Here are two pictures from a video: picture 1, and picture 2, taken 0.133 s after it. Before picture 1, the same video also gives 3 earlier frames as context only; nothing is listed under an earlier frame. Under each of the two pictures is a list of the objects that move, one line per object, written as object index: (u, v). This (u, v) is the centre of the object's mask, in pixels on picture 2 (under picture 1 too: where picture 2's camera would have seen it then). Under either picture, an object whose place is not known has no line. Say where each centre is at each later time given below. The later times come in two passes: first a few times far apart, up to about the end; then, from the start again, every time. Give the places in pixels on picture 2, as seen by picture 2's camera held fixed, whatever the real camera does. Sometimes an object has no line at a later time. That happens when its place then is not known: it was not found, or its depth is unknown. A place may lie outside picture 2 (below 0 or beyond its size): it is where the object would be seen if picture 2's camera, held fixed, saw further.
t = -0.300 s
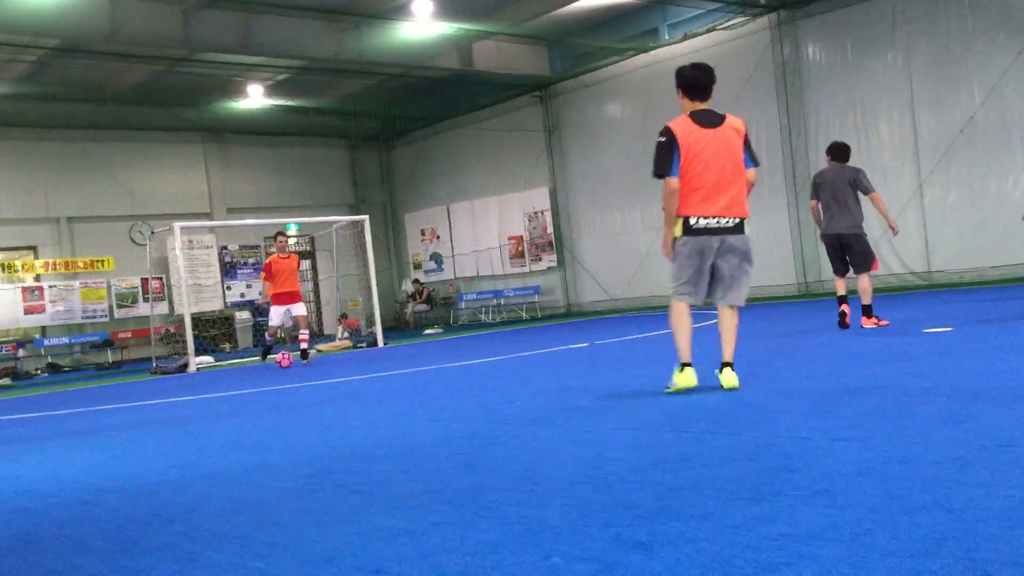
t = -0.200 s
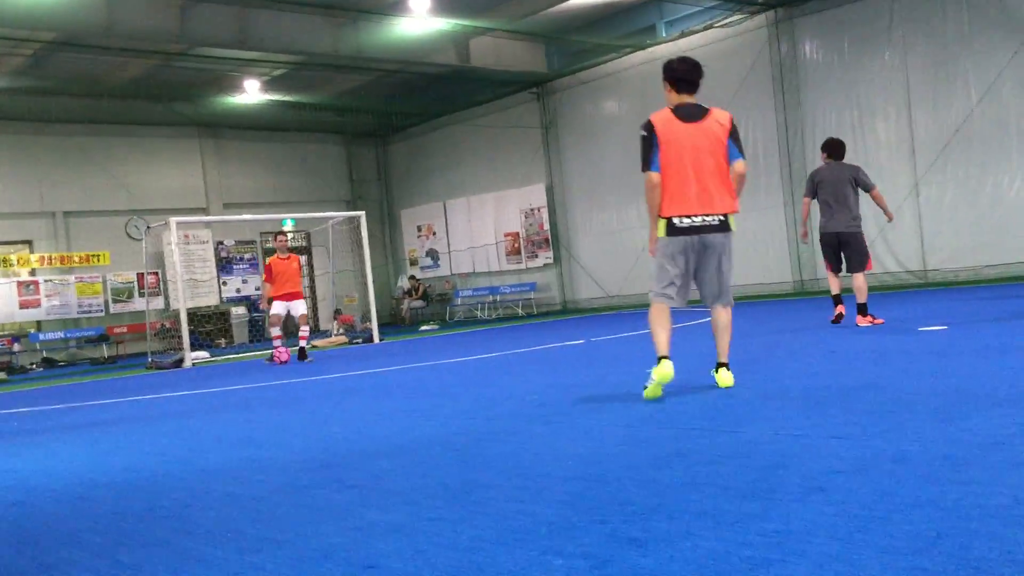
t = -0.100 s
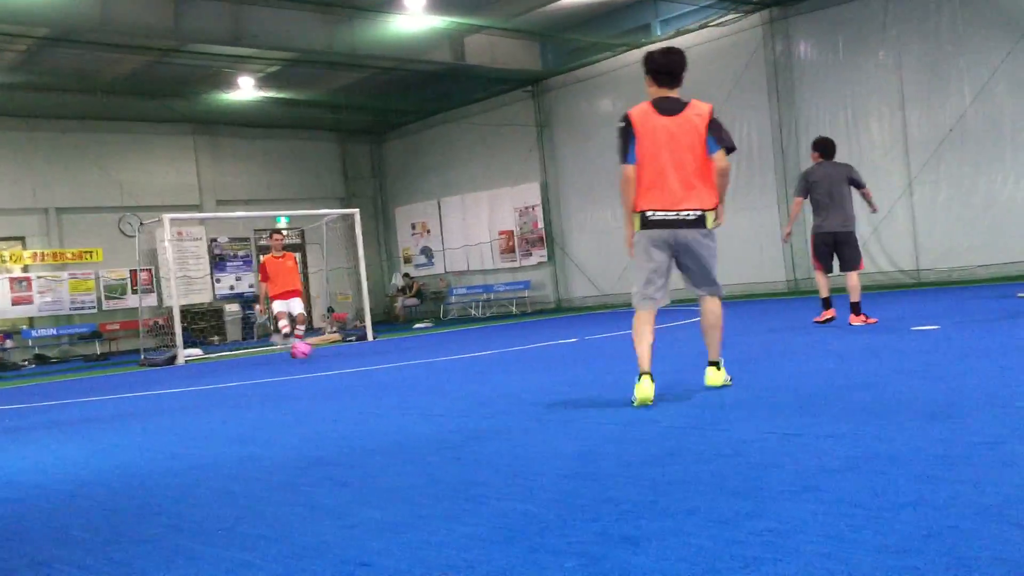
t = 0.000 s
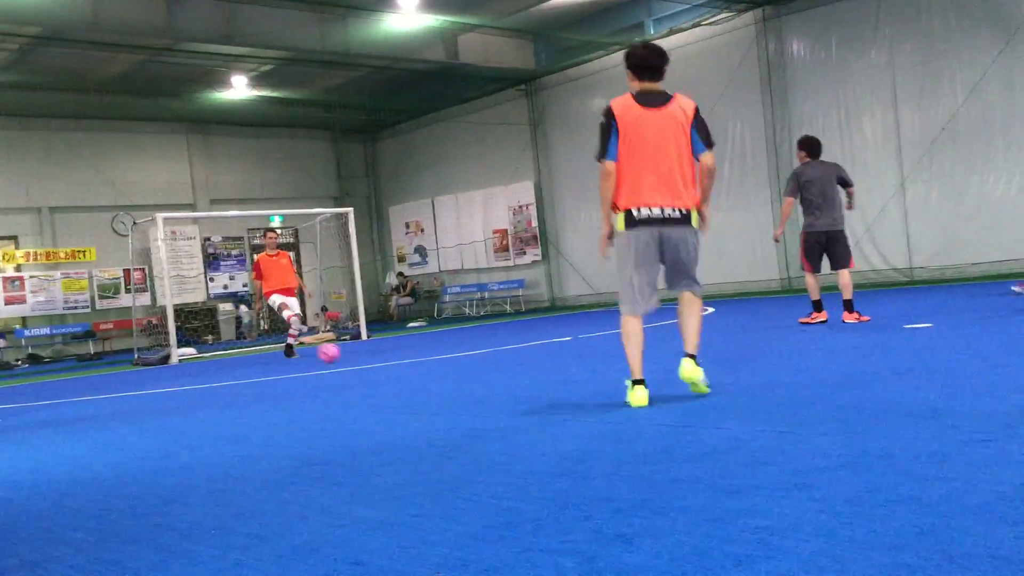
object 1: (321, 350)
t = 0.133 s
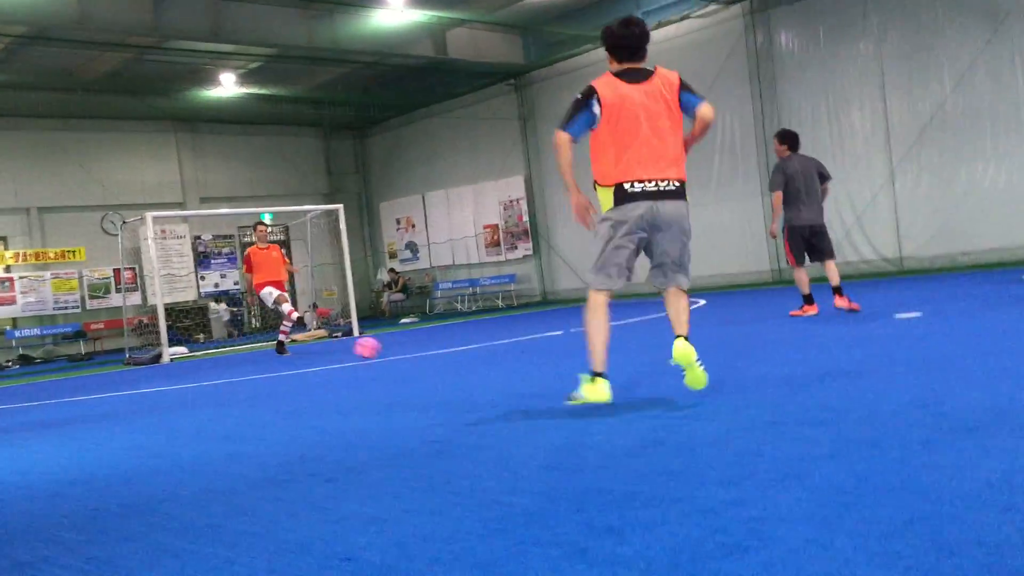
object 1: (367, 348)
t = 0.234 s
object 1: (403, 345)
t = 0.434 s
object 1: (483, 347)
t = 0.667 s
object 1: (603, 346)
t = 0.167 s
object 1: (379, 349)
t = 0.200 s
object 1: (391, 348)
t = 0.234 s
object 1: (403, 345)
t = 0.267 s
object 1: (415, 345)
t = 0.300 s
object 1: (428, 347)
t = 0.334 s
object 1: (442, 348)
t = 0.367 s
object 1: (455, 348)
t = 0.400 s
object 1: (469, 349)
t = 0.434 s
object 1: (483, 347)
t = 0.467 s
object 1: (498, 347)
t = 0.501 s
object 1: (514, 348)
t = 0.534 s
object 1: (530, 345)
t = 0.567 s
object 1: (547, 345)
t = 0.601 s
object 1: (565, 347)
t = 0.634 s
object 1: (583, 347)
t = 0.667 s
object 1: (603, 346)
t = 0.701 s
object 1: (624, 346)
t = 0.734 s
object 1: (646, 345)
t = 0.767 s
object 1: (669, 346)
